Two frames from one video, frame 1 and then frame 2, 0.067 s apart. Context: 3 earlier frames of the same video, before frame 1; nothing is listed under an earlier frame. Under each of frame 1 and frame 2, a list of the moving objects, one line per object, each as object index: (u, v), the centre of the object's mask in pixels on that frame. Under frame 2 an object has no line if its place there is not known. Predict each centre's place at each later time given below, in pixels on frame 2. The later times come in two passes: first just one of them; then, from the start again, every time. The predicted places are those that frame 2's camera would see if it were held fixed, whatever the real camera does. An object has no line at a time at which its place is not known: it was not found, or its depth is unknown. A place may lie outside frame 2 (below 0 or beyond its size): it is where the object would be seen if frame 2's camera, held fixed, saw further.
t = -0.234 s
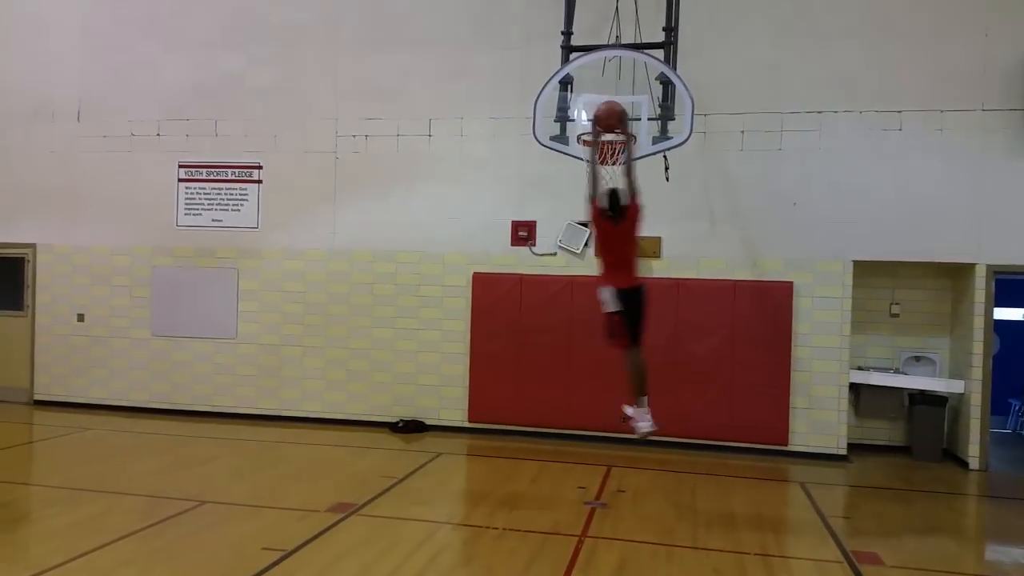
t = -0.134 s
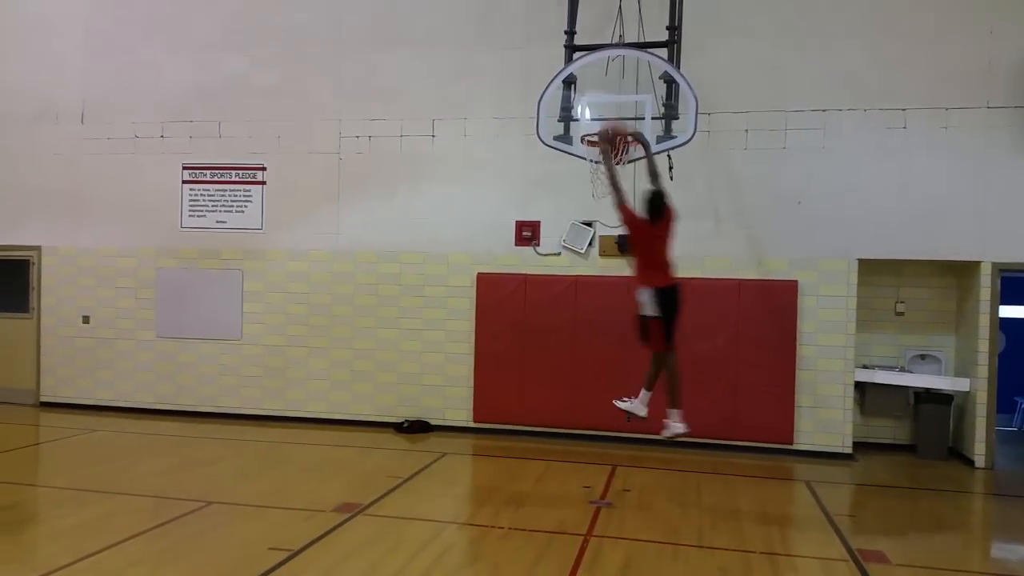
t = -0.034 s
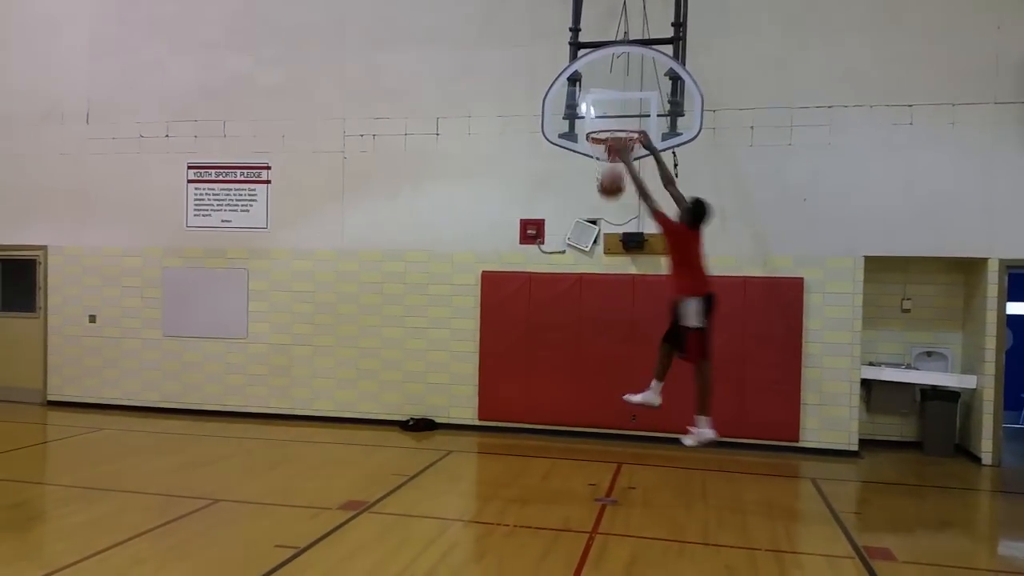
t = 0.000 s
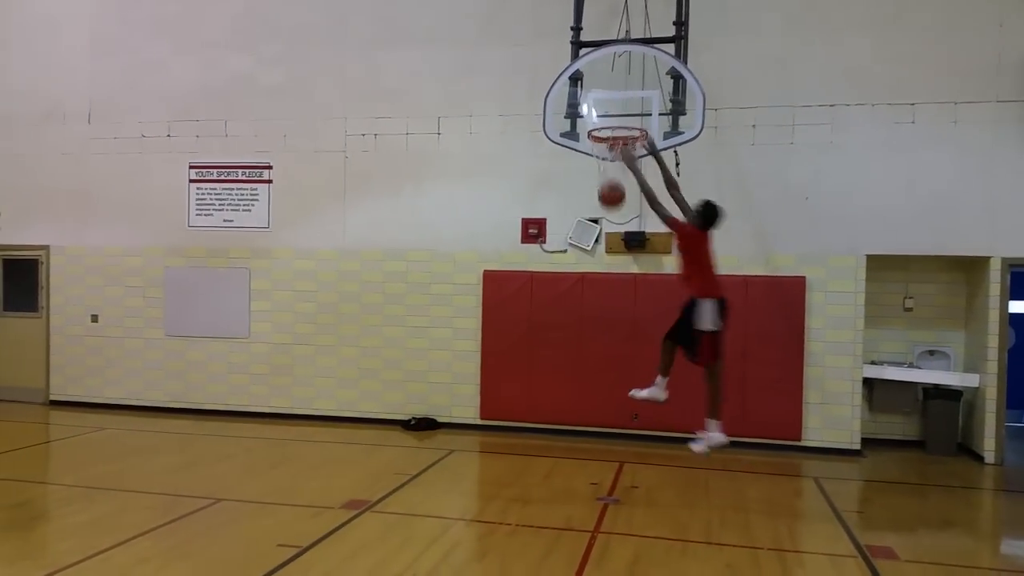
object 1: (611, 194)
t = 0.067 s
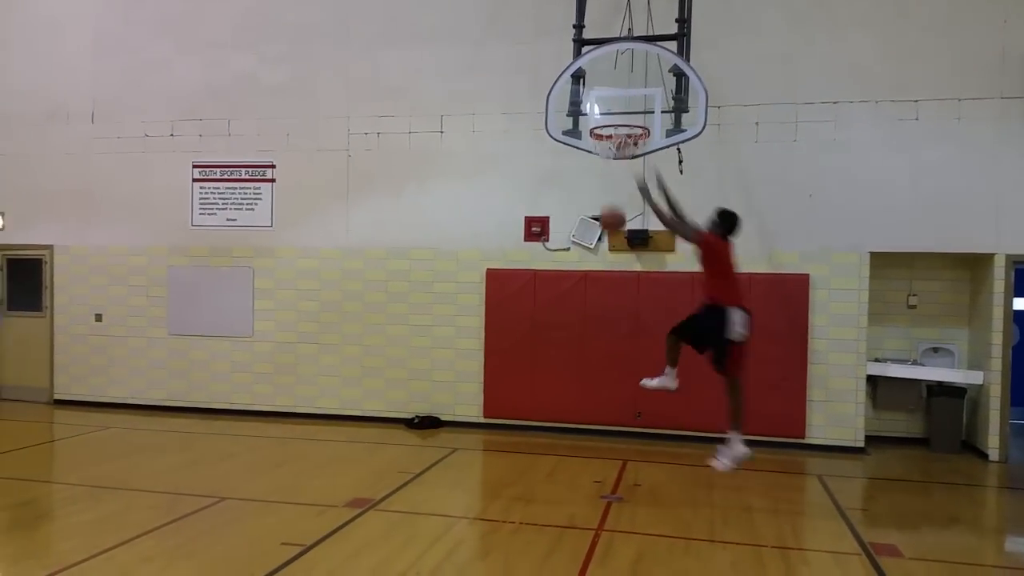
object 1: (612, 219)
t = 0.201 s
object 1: (608, 288)
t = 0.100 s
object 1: (613, 236)
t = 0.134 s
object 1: (611, 253)
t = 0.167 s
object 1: (609, 270)
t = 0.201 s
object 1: (608, 288)
